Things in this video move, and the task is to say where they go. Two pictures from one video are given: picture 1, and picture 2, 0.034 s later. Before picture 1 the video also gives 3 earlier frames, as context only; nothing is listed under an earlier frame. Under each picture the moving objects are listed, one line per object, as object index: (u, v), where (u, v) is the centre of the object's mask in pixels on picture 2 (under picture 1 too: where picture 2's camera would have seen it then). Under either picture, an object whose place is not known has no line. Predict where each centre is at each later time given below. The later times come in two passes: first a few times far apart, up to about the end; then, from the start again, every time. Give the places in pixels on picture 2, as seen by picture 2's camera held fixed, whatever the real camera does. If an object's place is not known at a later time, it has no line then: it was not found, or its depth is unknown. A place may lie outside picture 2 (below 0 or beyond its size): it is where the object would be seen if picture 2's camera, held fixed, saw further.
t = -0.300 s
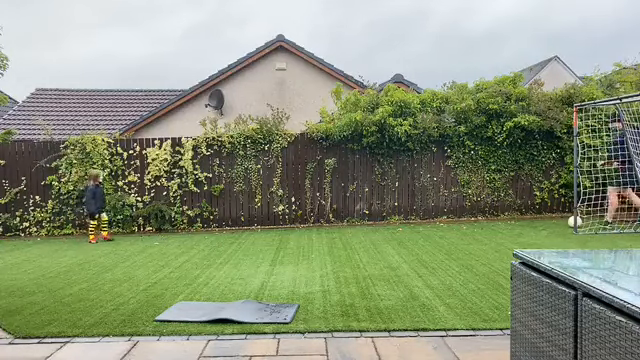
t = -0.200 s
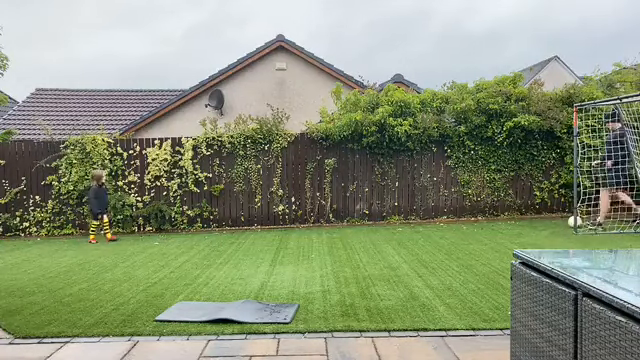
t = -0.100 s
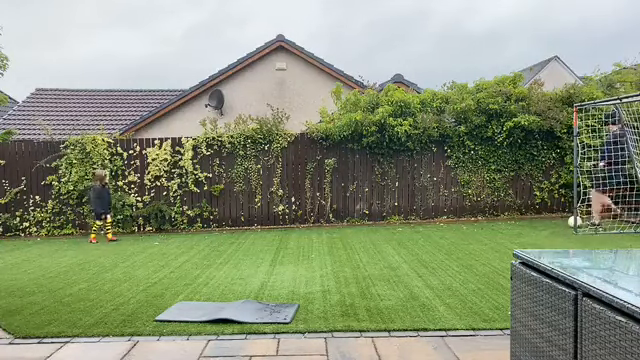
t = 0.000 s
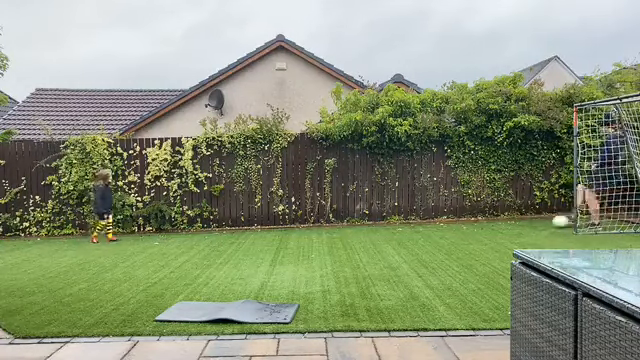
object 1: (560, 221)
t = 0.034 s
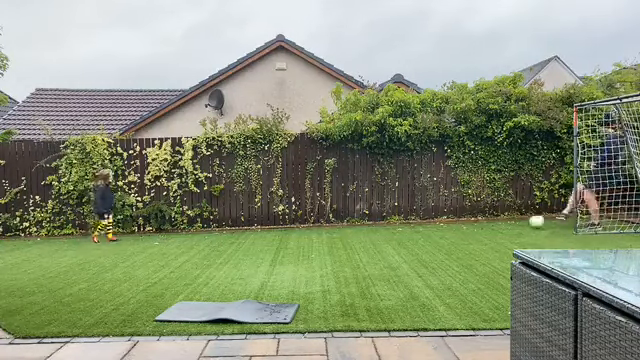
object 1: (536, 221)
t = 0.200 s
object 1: (422, 225)
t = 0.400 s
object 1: (296, 230)
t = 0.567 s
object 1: (200, 235)
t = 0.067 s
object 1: (513, 222)
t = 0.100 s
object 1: (490, 224)
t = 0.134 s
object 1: (467, 225)
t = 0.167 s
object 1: (444, 226)
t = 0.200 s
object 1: (422, 225)
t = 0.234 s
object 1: (401, 225)
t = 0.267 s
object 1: (379, 225)
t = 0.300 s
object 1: (358, 227)
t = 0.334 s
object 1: (336, 229)
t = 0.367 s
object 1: (316, 230)
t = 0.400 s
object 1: (296, 230)
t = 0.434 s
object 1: (277, 231)
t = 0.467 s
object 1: (258, 231)
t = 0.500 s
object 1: (238, 233)
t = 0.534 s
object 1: (218, 234)
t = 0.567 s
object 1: (200, 235)
